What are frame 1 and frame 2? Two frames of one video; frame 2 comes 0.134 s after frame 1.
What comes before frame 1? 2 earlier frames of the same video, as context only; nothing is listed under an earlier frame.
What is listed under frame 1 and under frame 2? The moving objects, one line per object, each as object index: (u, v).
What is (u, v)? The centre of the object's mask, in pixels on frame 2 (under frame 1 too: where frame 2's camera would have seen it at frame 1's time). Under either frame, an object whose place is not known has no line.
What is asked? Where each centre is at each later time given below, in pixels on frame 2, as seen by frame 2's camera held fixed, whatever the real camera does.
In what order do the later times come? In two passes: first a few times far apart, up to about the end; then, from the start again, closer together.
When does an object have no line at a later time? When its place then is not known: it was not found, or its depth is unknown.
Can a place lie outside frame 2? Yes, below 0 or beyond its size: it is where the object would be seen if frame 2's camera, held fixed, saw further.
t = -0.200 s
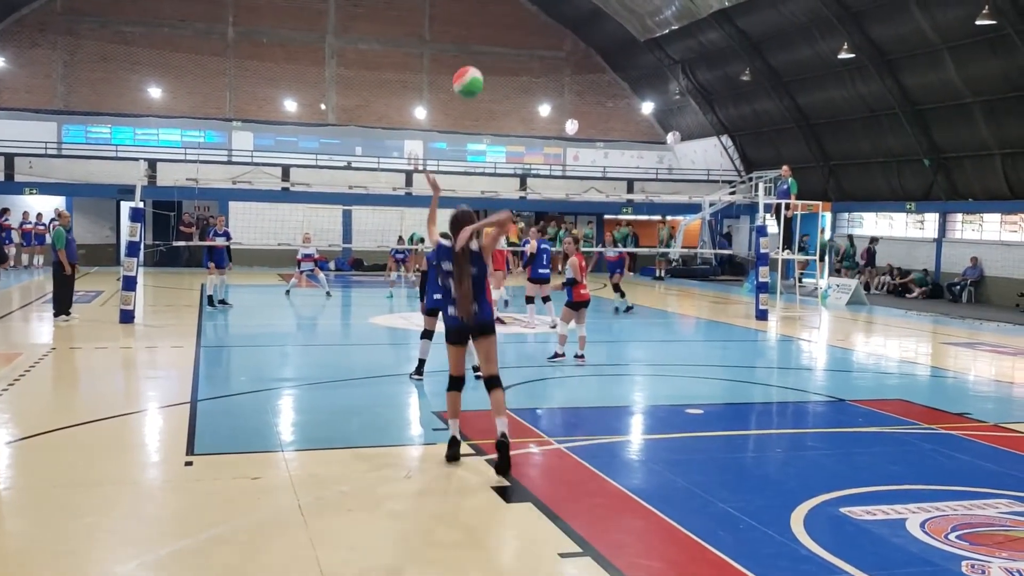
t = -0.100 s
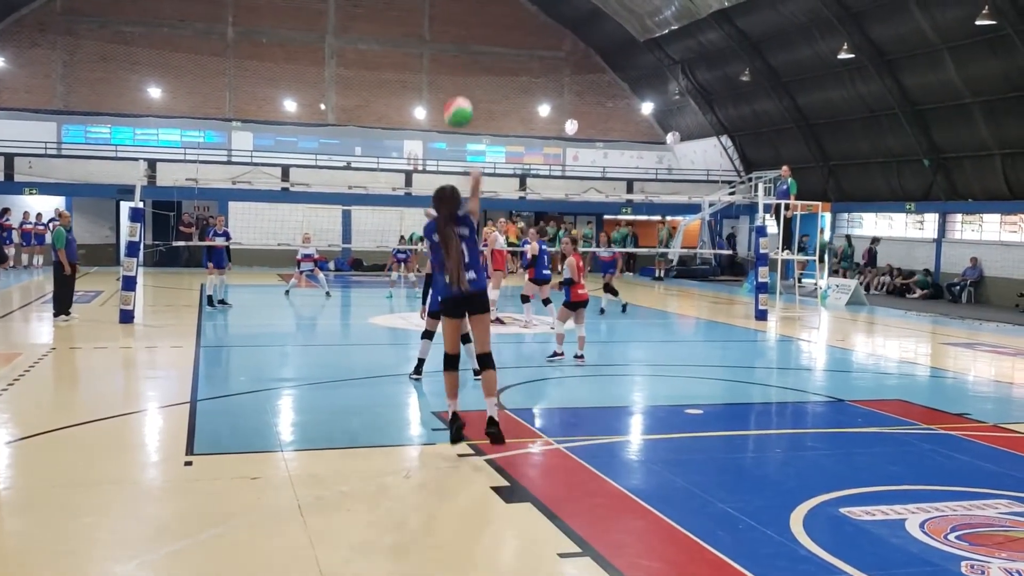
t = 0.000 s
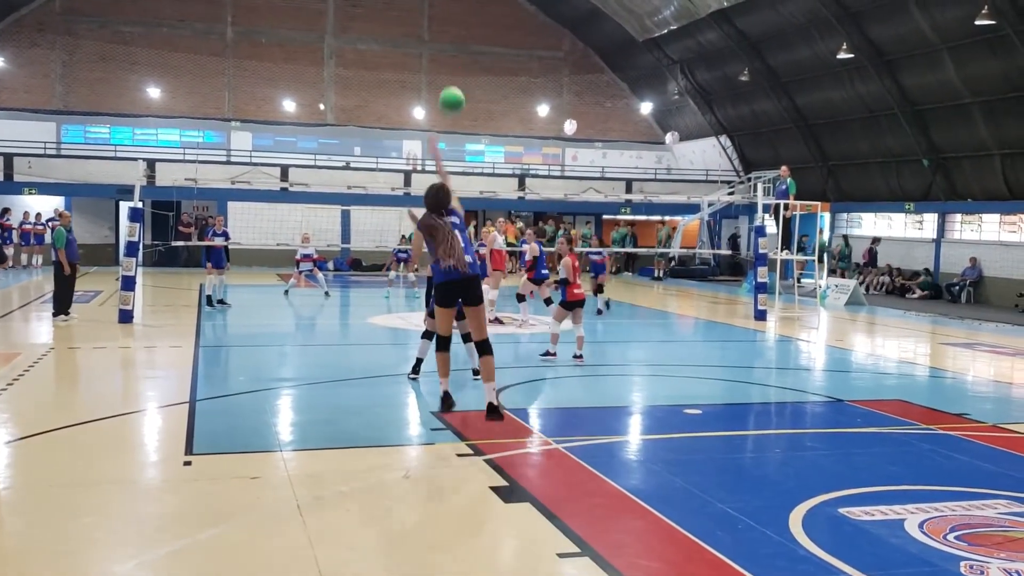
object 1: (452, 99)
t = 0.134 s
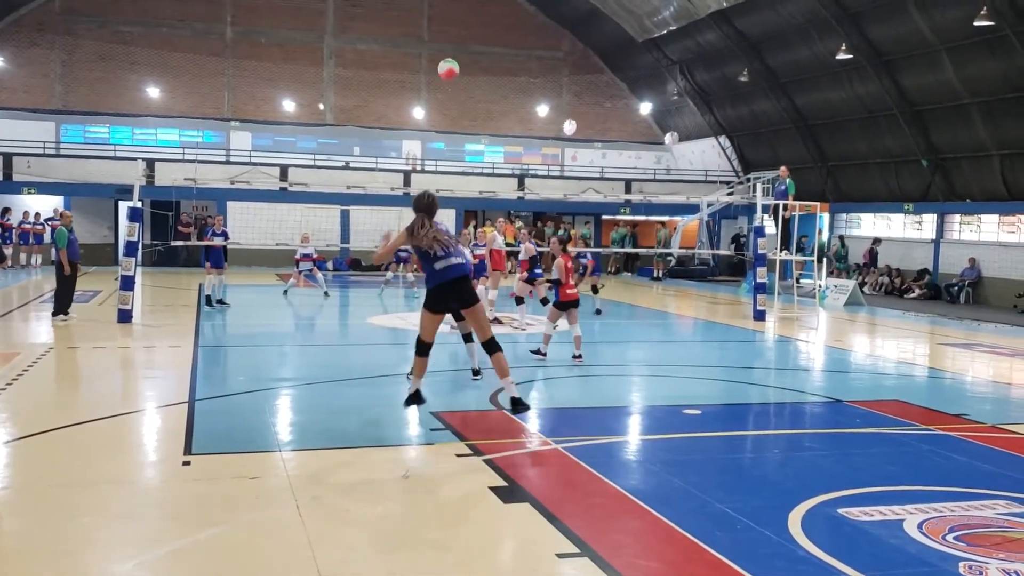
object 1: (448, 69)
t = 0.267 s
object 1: (446, 65)
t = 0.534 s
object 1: (440, 98)
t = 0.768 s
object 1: (438, 152)
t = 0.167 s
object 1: (448, 67)
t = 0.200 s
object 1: (447, 65)
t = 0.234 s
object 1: (447, 65)
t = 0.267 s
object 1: (446, 65)
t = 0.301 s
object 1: (446, 67)
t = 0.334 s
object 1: (446, 68)
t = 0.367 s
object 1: (445, 71)
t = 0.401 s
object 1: (444, 75)
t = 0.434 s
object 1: (443, 81)
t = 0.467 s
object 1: (443, 86)
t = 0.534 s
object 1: (440, 98)
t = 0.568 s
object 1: (440, 104)
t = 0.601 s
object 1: (439, 112)
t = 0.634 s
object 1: (438, 119)
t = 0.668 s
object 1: (438, 126)
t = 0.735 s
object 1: (438, 143)
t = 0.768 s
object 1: (438, 152)
